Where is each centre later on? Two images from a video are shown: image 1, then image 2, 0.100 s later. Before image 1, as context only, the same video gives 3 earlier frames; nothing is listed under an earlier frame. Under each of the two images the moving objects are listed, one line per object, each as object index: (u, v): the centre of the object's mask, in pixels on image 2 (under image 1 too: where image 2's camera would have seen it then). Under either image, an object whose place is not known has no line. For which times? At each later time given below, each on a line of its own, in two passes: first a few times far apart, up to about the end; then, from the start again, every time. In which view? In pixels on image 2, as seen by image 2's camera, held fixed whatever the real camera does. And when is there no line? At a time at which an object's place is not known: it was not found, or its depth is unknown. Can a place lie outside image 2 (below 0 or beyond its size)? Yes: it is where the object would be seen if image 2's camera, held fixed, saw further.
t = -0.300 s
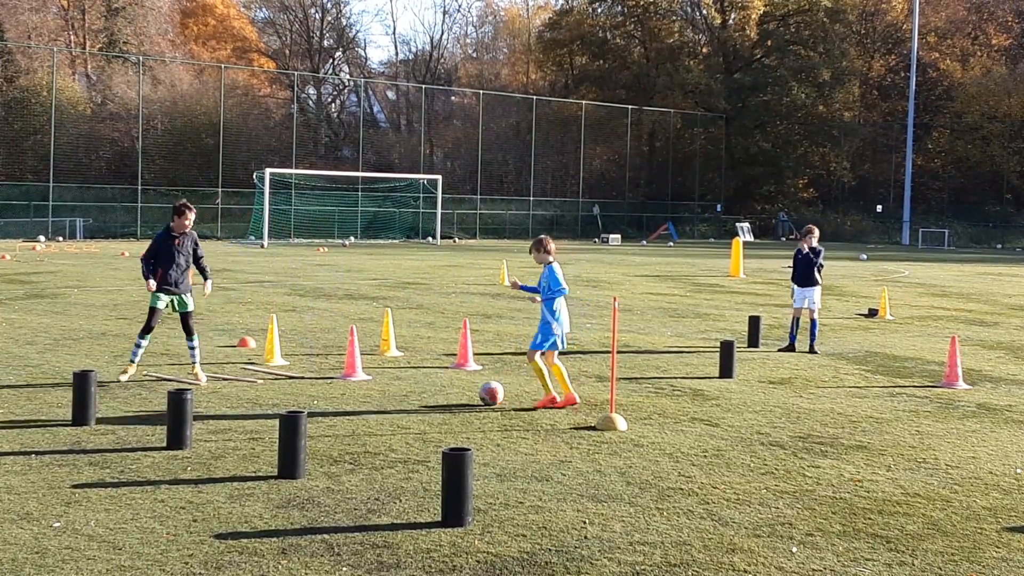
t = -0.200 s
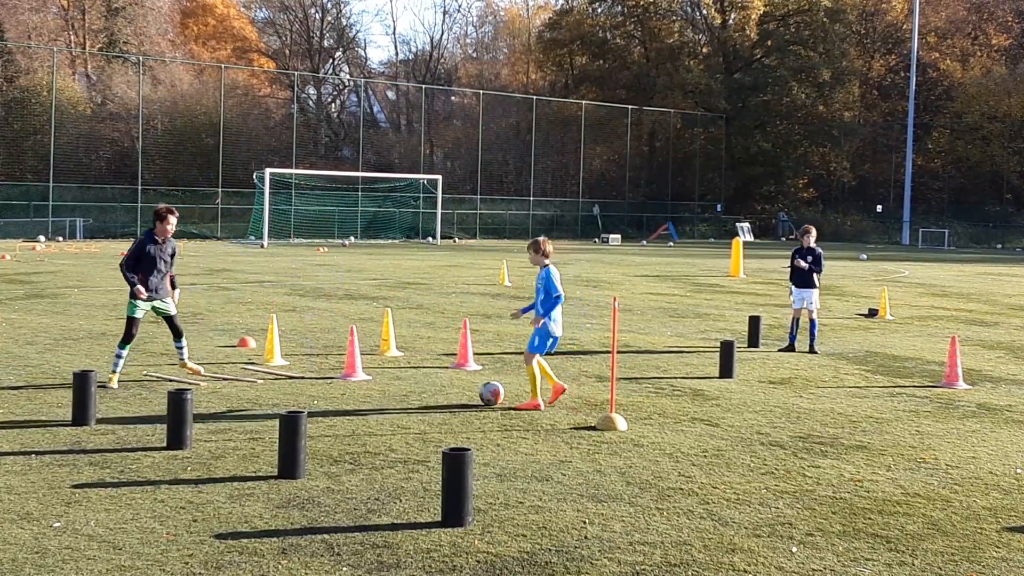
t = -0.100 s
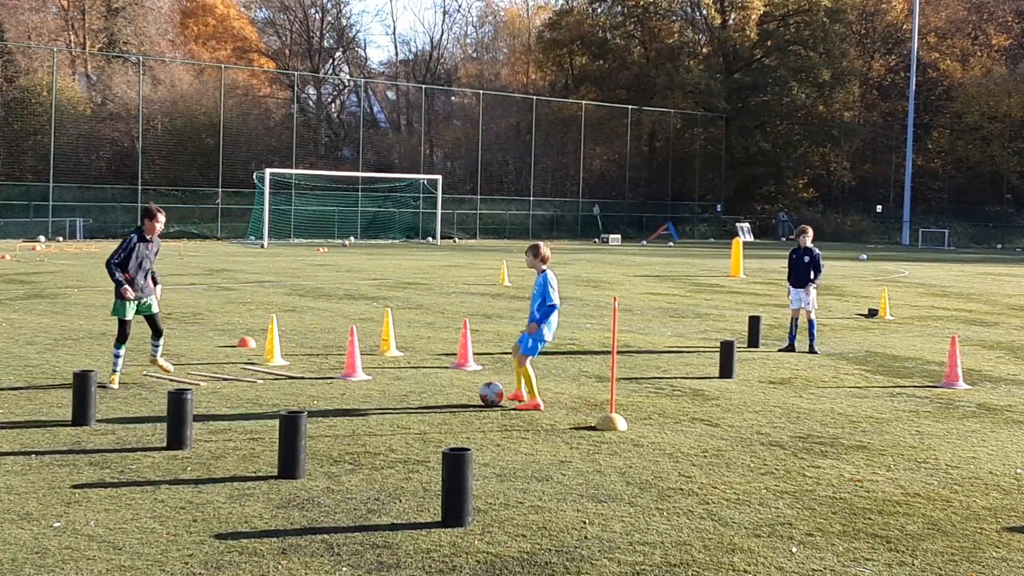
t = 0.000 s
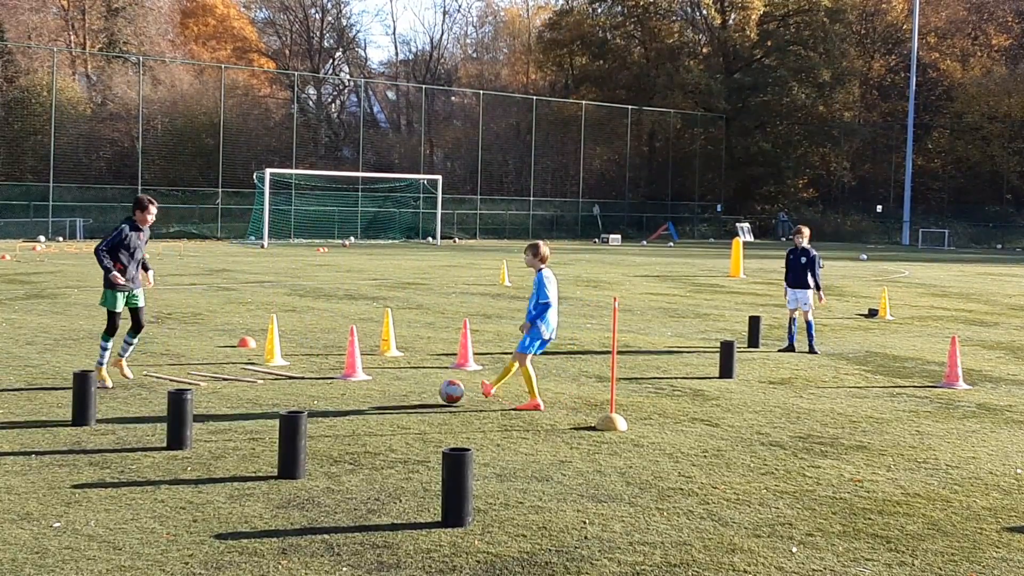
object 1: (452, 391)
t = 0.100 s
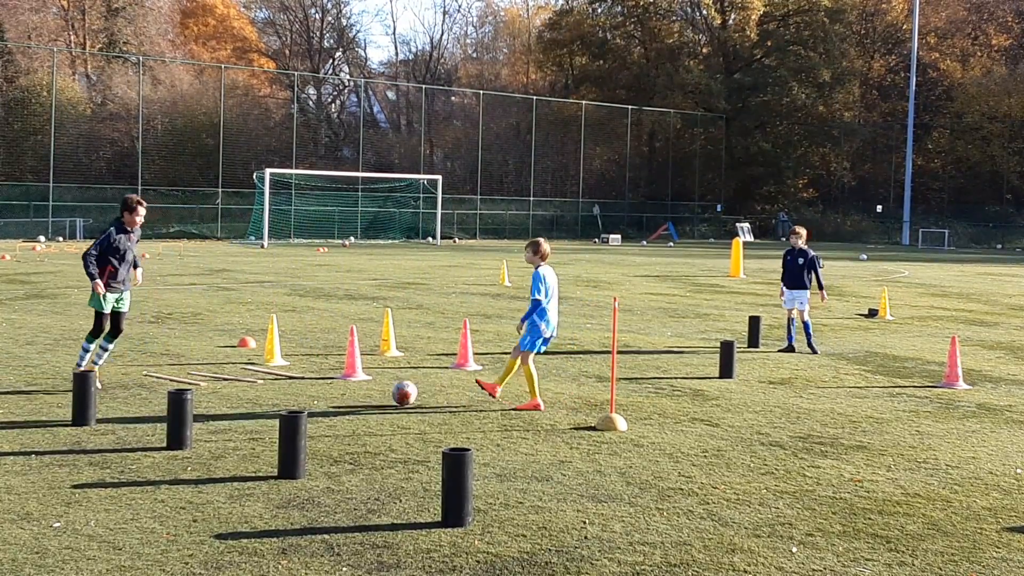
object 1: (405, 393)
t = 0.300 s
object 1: (330, 394)
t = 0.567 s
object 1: (253, 393)
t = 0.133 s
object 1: (391, 393)
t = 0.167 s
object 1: (376, 394)
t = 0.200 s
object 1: (364, 393)
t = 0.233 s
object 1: (353, 393)
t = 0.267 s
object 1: (341, 393)
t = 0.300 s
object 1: (330, 394)
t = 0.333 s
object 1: (320, 393)
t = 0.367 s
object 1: (310, 394)
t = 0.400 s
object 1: (301, 394)
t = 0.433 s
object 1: (291, 394)
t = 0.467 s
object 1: (281, 394)
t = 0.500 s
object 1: (272, 394)
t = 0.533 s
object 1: (263, 393)
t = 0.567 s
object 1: (253, 393)
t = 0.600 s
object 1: (243, 395)
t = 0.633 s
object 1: (234, 394)
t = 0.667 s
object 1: (225, 393)
